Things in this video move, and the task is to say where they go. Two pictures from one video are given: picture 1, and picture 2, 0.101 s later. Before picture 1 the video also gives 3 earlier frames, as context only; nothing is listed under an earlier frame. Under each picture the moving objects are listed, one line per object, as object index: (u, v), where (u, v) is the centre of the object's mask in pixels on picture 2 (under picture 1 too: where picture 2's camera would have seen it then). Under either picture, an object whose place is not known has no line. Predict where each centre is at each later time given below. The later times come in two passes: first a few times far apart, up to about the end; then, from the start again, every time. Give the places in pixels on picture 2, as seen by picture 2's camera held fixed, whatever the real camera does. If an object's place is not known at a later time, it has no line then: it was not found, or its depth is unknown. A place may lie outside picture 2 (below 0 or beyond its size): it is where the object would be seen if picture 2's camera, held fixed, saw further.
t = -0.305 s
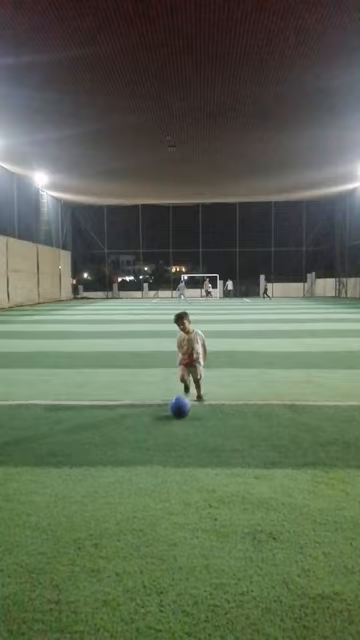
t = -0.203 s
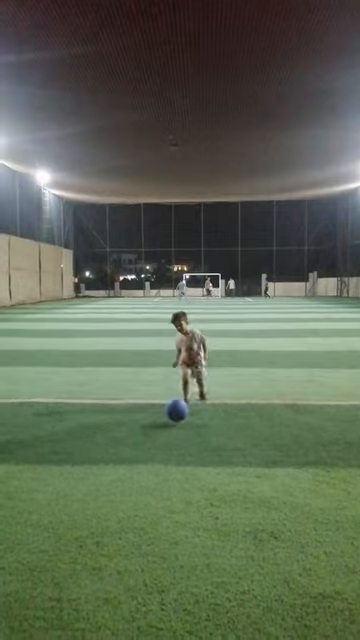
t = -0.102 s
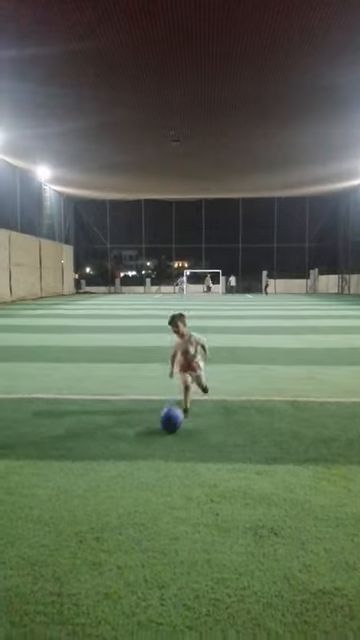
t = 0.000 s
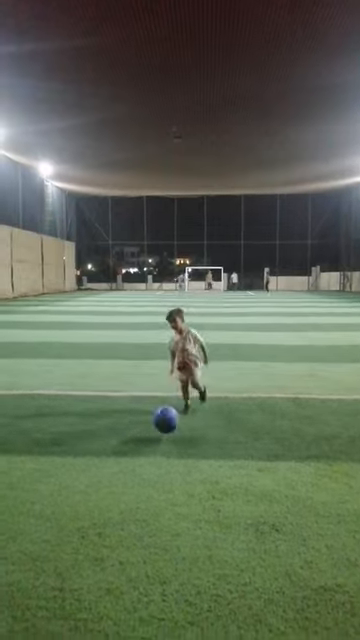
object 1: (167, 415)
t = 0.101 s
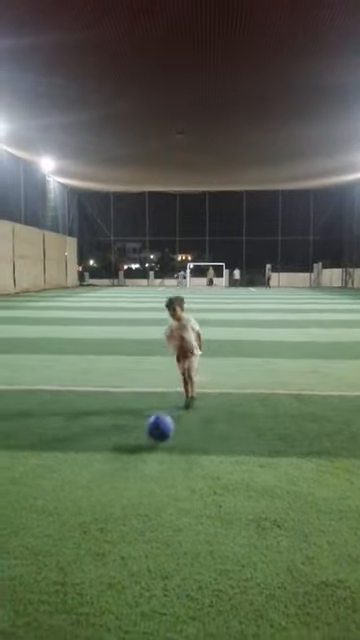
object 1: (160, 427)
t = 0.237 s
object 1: (145, 438)
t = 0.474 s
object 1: (111, 481)
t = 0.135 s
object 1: (156, 437)
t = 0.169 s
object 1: (152, 438)
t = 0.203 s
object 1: (149, 438)
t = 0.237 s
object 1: (145, 438)
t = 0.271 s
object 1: (142, 440)
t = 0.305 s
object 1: (138, 444)
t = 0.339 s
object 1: (134, 450)
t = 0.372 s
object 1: (128, 460)
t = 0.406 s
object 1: (123, 474)
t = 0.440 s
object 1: (116, 482)
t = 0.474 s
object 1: (111, 481)
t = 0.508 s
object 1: (106, 482)
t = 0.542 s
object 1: (99, 486)
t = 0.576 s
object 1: (92, 492)
